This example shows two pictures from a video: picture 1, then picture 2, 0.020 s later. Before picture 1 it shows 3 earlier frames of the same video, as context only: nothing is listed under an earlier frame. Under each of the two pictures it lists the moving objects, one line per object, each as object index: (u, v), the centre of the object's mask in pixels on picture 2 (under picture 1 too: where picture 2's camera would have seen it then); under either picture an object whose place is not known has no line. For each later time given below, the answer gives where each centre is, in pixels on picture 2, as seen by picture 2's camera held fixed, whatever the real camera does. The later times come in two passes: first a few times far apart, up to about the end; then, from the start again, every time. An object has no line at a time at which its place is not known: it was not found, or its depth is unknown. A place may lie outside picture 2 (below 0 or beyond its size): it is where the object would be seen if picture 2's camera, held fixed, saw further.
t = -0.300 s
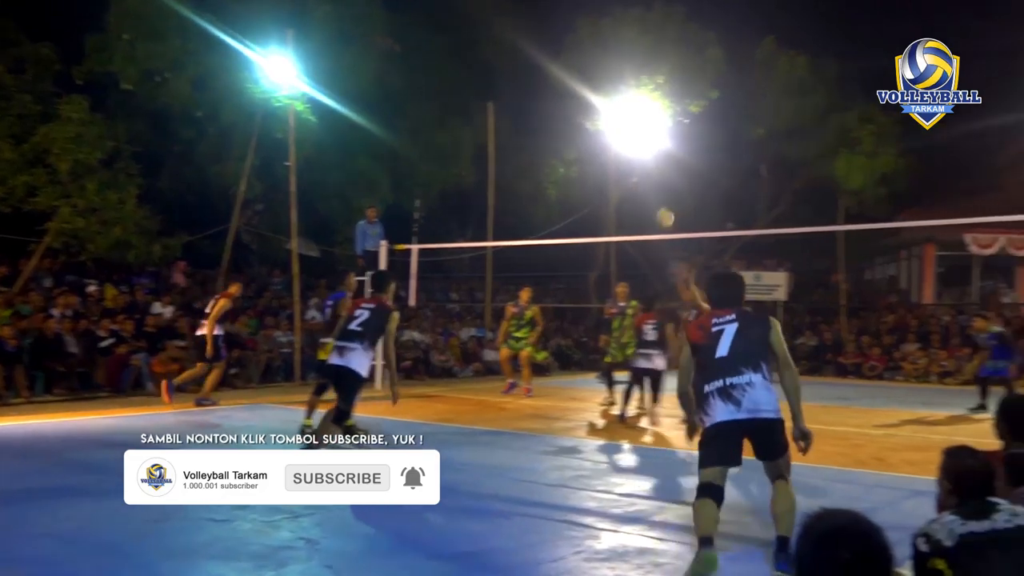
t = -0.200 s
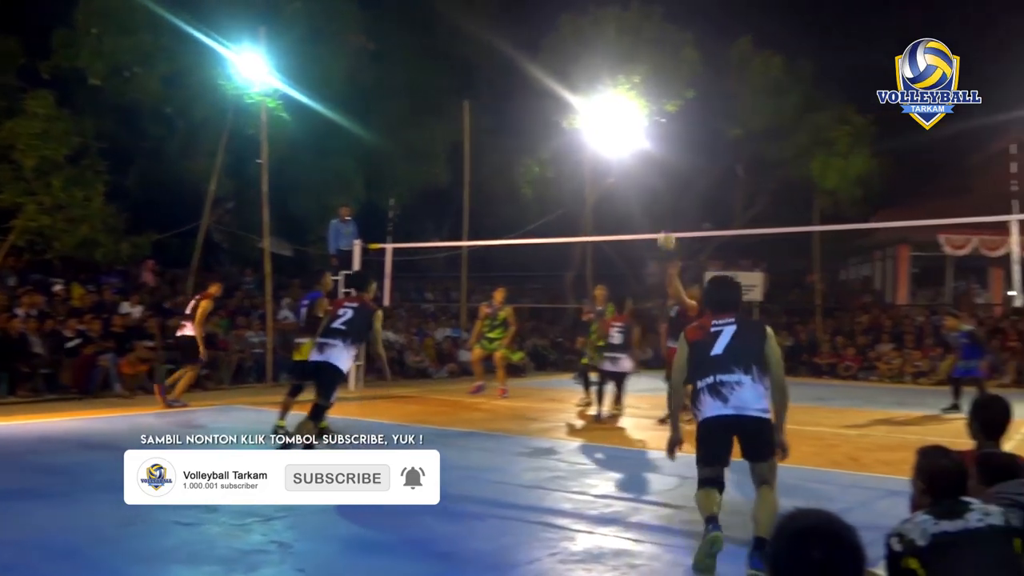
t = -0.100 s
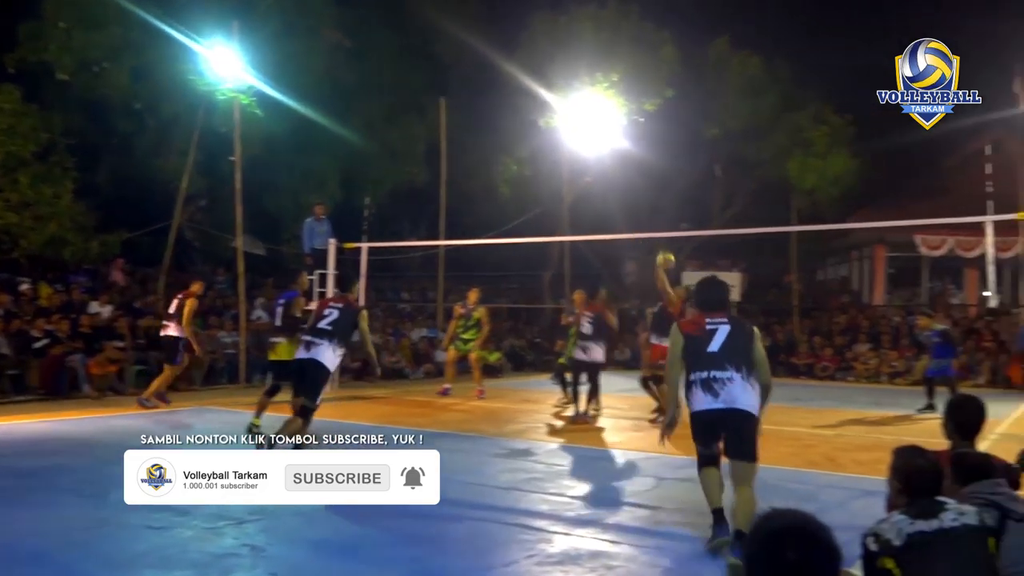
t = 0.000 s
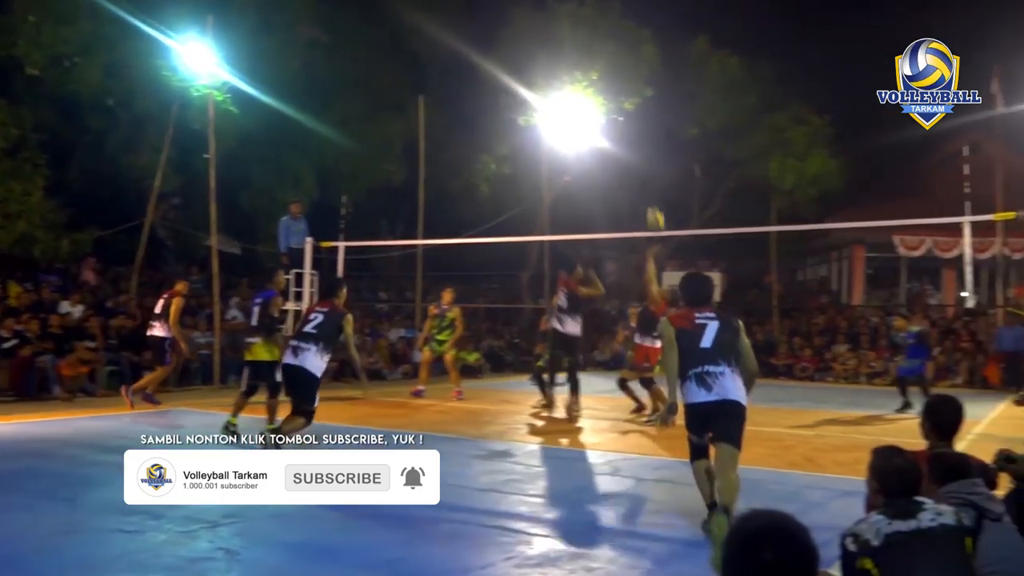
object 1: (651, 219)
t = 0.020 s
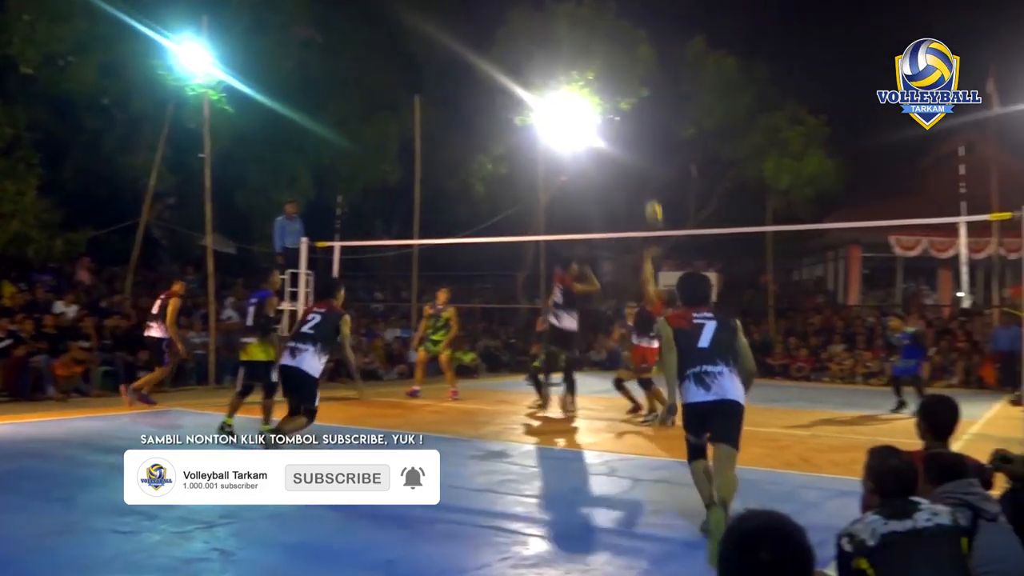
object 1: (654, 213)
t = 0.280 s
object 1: (680, 119)
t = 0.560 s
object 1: (707, 61)
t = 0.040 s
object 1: (655, 203)
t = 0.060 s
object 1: (657, 195)
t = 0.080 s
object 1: (659, 187)
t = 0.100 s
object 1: (661, 178)
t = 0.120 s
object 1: (664, 171)
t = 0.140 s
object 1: (666, 164)
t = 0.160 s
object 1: (668, 157)
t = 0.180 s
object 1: (670, 150)
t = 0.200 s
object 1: (671, 144)
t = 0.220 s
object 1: (674, 137)
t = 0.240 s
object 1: (676, 131)
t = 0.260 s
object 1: (678, 125)
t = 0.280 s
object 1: (680, 119)
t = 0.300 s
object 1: (682, 114)
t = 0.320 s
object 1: (684, 108)
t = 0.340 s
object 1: (686, 103)
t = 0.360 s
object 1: (687, 98)
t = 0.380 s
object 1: (690, 93)
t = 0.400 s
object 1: (692, 89)
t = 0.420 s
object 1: (694, 85)
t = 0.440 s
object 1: (695, 80)
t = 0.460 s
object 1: (697, 76)
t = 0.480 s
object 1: (700, 73)
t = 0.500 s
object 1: (702, 69)
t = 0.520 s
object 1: (704, 66)
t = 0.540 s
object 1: (706, 63)
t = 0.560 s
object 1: (707, 61)
